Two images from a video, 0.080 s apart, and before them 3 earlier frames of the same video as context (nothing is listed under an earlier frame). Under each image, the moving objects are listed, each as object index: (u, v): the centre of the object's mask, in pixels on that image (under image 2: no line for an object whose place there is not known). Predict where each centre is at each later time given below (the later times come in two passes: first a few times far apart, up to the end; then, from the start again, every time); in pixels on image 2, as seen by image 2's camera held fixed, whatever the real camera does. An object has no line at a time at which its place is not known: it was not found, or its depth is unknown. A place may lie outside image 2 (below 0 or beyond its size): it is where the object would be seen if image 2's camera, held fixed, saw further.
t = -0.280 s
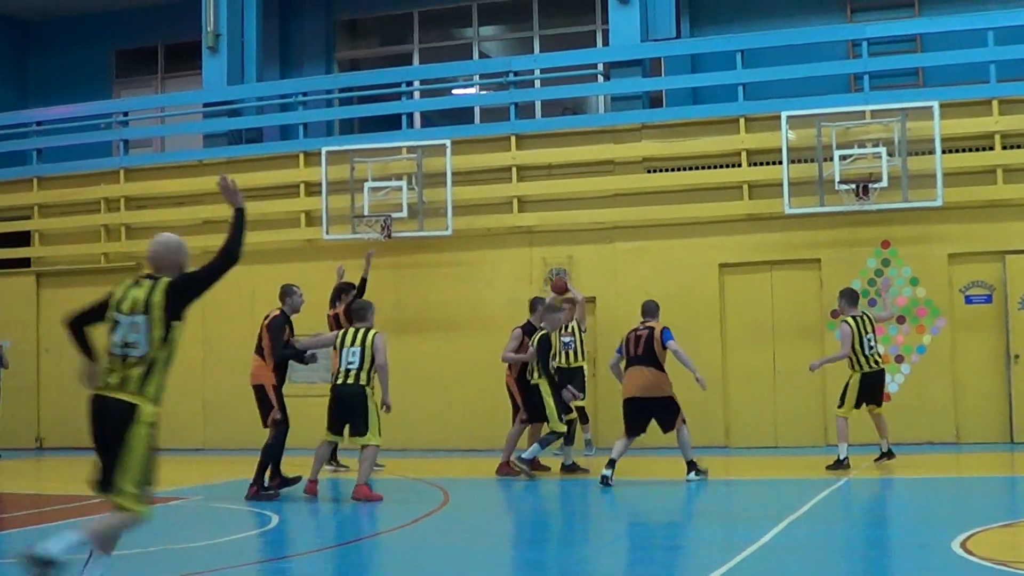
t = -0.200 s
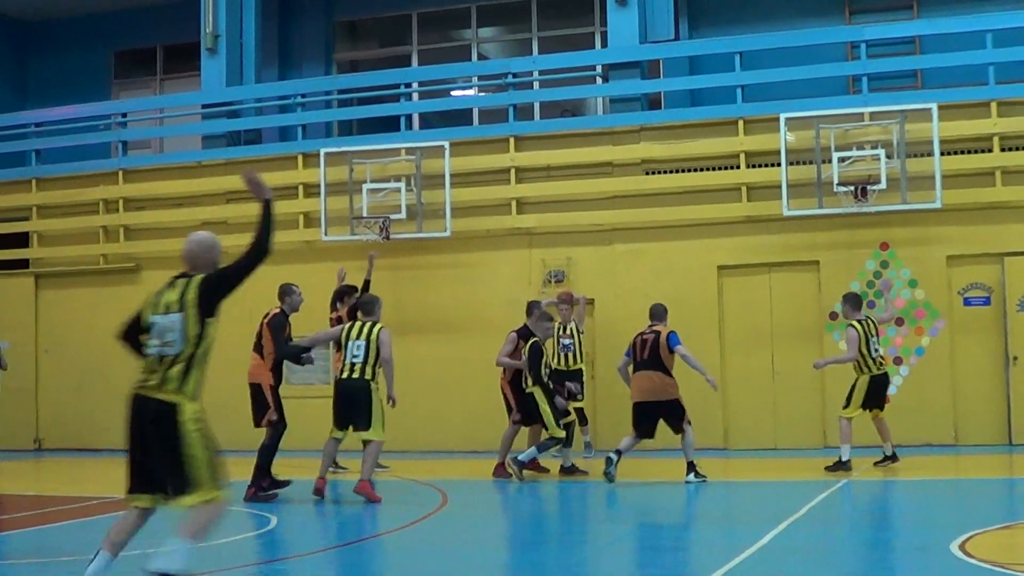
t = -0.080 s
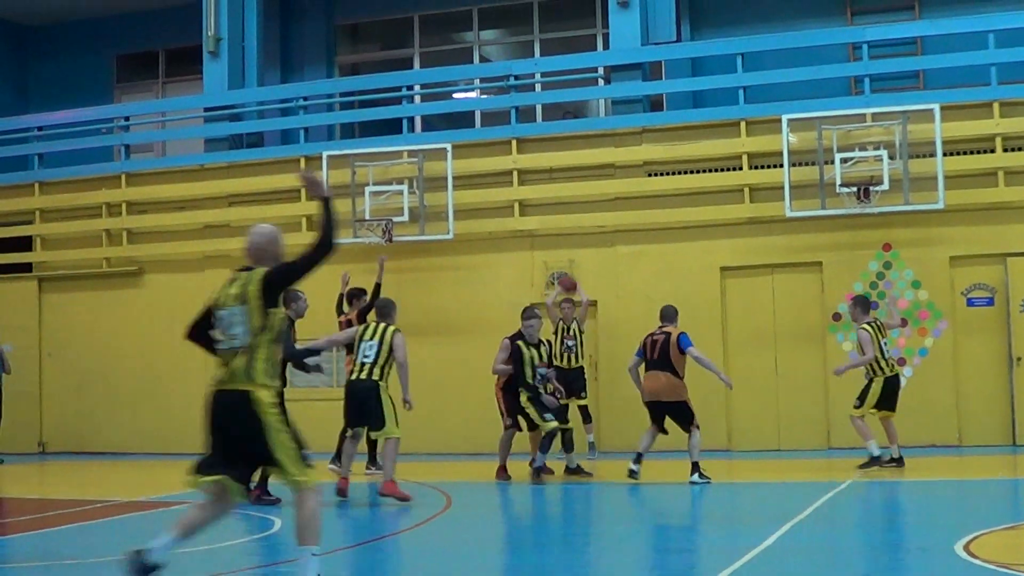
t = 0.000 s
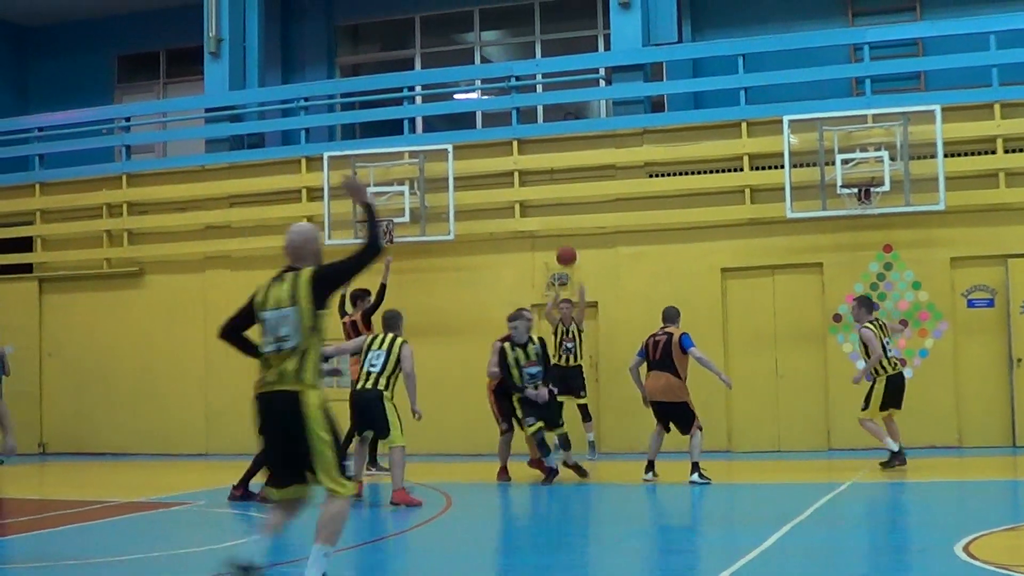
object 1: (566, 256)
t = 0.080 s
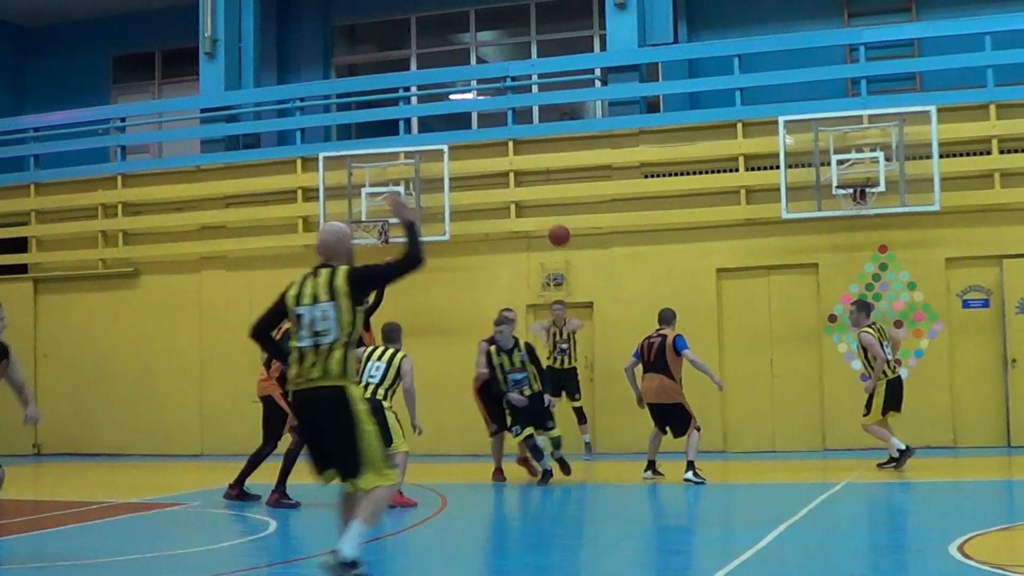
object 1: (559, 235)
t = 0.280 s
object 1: (551, 200)
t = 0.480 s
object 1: (539, 199)
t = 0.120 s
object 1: (558, 227)
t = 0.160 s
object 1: (557, 218)
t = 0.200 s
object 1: (556, 212)
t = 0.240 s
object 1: (554, 205)
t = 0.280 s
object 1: (551, 200)
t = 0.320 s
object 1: (549, 197)
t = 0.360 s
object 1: (547, 195)
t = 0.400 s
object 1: (544, 194)
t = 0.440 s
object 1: (541, 196)
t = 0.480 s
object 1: (539, 199)
